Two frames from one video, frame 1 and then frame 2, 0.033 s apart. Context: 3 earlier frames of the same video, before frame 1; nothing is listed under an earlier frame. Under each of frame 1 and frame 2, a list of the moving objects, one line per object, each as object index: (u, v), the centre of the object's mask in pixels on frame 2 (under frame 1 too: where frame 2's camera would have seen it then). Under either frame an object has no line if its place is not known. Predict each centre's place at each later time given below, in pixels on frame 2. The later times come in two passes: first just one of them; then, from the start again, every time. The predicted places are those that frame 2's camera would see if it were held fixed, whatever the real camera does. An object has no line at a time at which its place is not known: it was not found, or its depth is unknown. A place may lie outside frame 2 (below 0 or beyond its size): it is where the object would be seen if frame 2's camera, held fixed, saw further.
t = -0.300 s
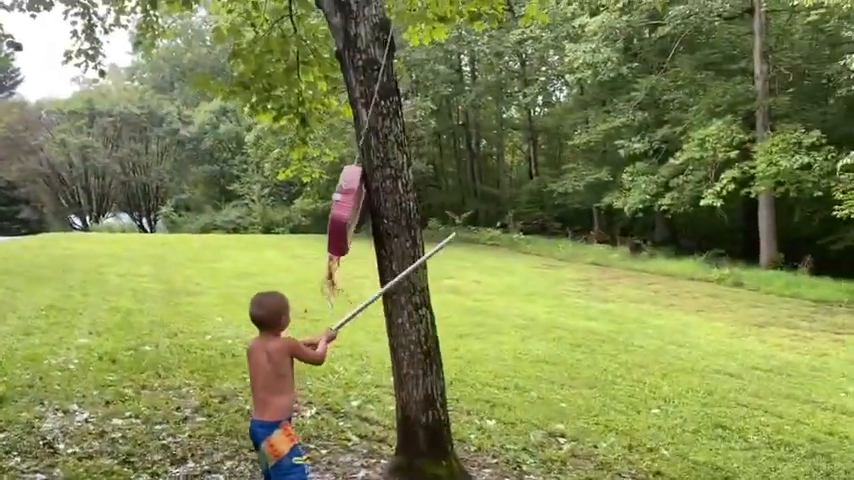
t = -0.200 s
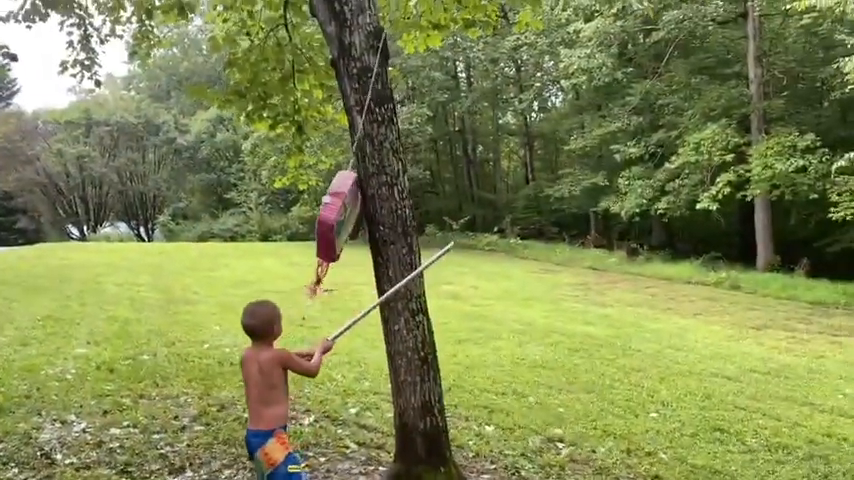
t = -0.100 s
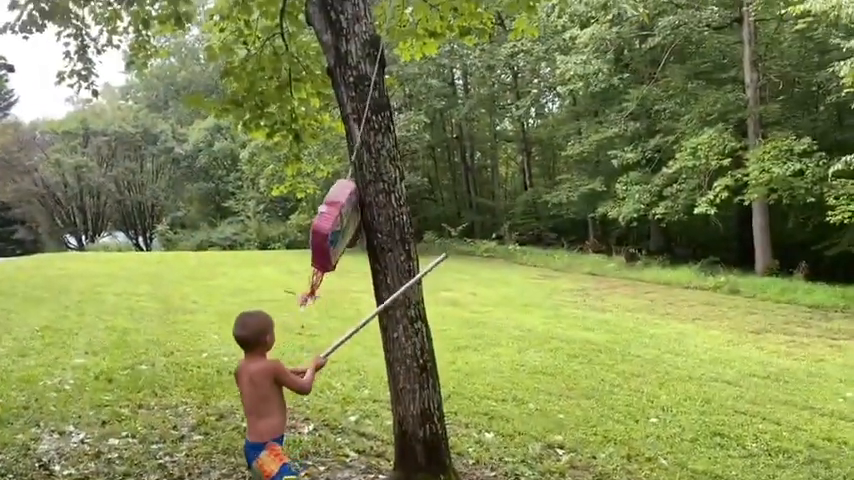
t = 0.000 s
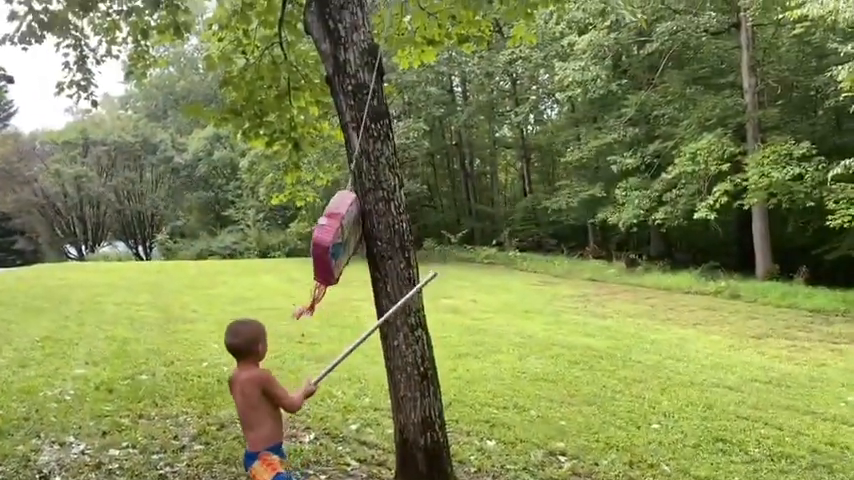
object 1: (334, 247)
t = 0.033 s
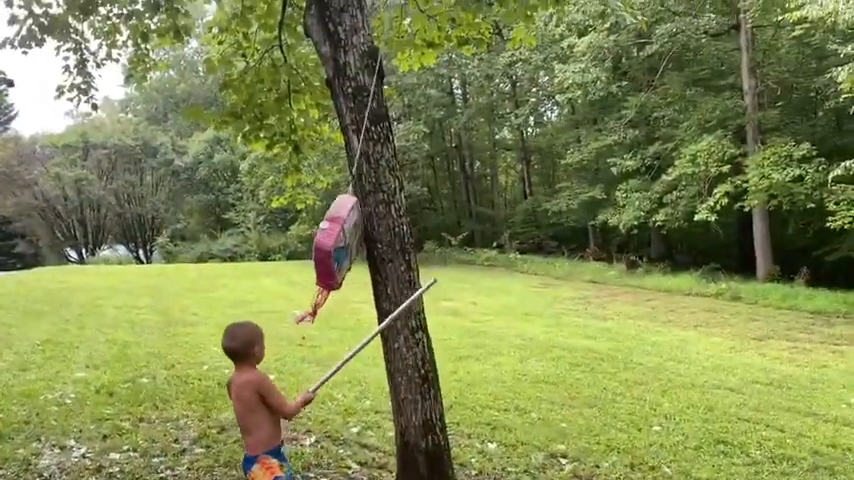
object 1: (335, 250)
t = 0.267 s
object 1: (360, 265)
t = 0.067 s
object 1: (337, 252)
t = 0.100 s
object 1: (339, 253)
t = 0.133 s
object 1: (343, 255)
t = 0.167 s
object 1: (347, 258)
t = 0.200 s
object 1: (351, 260)
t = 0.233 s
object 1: (355, 263)
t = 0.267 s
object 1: (360, 265)
